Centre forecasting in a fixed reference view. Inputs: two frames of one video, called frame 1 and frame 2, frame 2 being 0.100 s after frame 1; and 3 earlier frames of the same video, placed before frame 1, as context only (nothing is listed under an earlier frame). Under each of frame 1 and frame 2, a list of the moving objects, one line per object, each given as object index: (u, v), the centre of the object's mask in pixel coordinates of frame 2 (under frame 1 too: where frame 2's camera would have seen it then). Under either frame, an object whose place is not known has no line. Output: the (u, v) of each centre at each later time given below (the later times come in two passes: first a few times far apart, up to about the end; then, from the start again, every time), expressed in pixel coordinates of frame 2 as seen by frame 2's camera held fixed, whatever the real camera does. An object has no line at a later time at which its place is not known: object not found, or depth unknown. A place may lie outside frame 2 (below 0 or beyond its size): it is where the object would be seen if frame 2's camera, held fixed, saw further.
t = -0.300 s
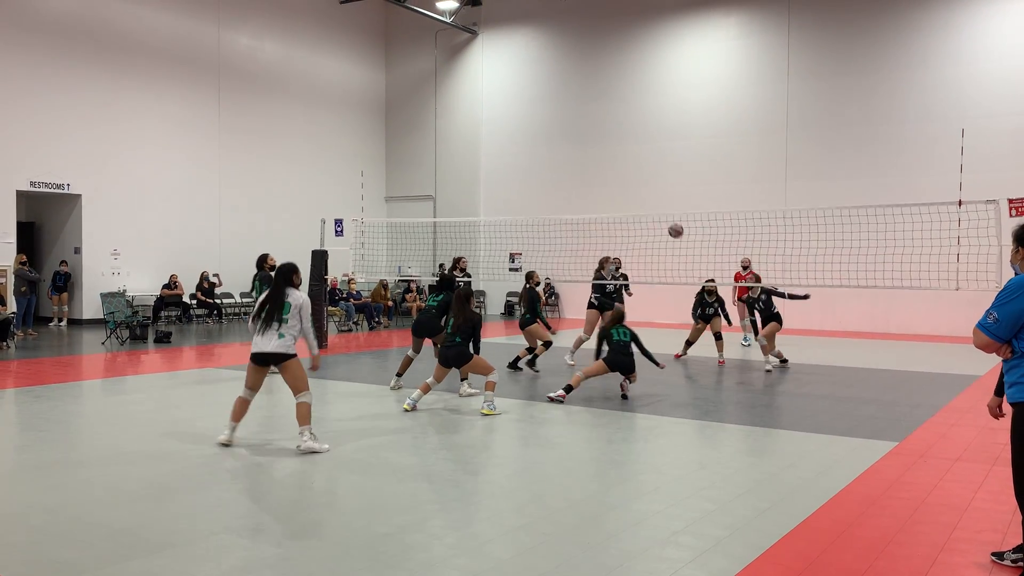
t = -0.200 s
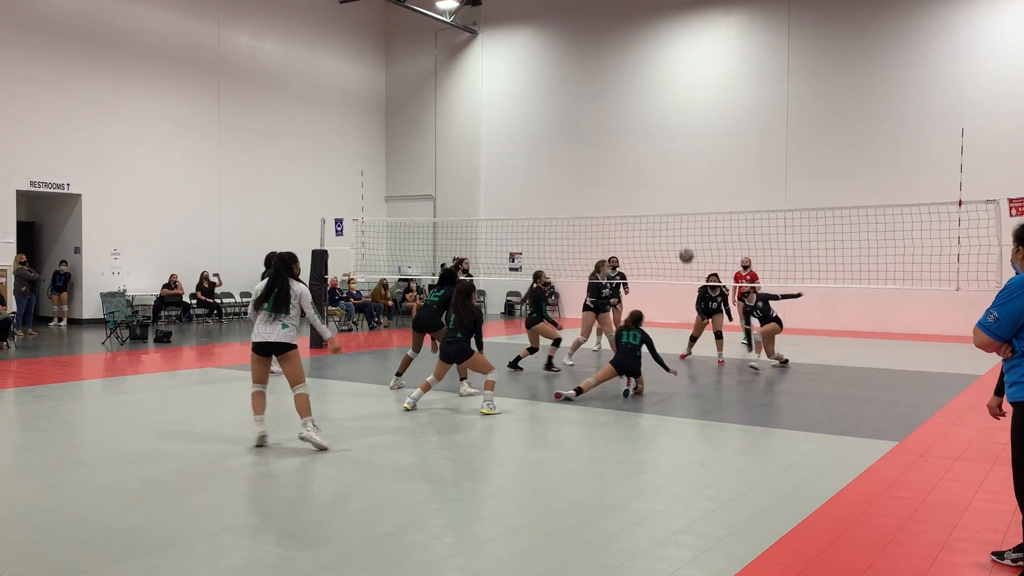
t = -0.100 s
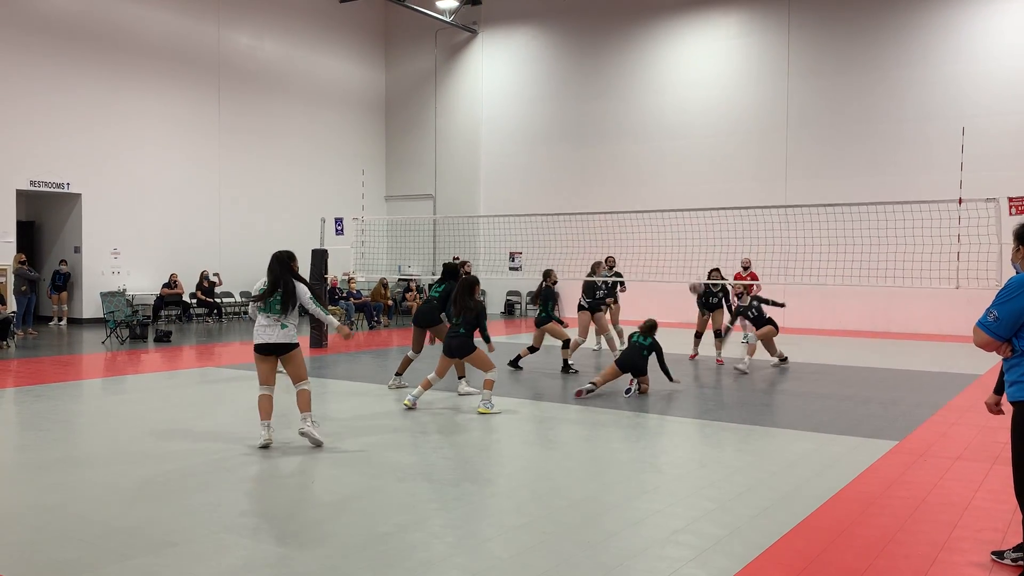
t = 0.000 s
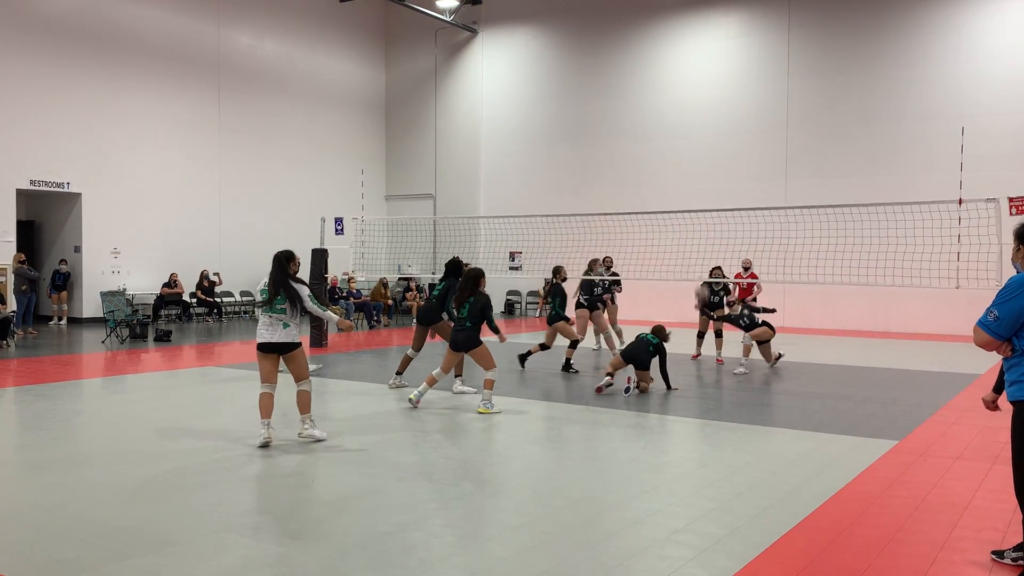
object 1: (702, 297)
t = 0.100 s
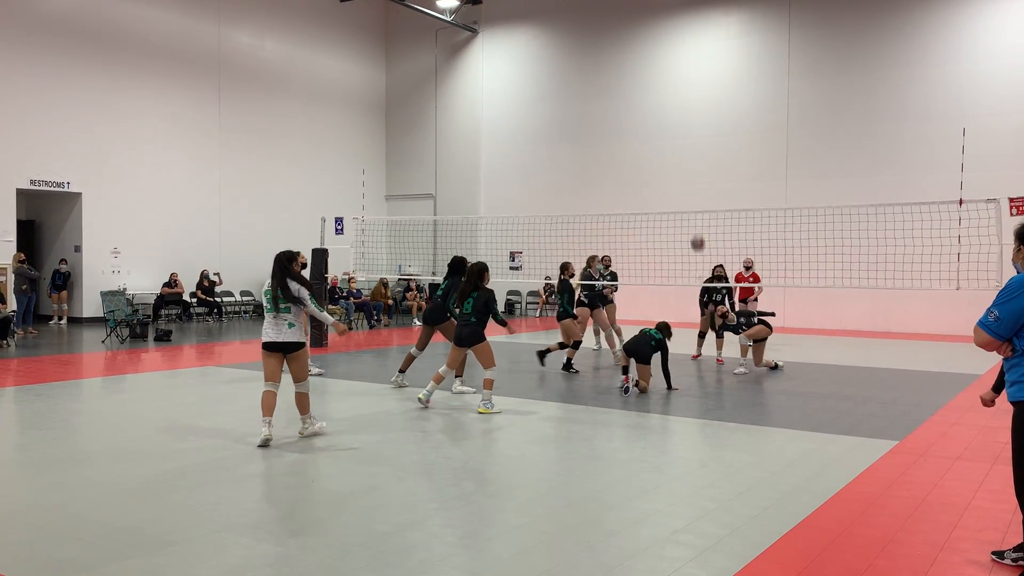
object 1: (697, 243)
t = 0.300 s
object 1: (689, 168)
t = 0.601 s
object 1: (678, 115)
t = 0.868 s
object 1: (668, 118)
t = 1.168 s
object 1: (658, 169)
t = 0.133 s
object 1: (696, 228)
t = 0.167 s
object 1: (695, 215)
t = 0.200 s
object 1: (693, 201)
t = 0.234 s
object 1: (692, 190)
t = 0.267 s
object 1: (691, 178)
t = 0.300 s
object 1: (689, 168)
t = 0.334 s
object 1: (688, 159)
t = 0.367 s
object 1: (687, 151)
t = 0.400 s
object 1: (685, 143)
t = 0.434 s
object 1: (684, 137)
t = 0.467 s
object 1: (683, 131)
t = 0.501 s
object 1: (682, 126)
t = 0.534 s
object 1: (680, 121)
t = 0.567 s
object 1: (679, 118)
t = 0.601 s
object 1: (678, 115)
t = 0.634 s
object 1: (677, 113)
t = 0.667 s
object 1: (676, 112)
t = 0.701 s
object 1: (675, 111)
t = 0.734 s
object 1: (673, 111)
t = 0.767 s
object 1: (672, 112)
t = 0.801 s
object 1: (671, 113)
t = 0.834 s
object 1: (670, 115)
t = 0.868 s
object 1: (668, 118)
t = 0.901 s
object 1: (667, 121)
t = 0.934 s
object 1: (666, 125)
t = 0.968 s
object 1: (665, 130)
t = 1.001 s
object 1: (664, 135)
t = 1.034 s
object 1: (662, 141)
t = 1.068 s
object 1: (661, 146)
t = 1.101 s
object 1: (660, 153)
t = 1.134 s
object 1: (659, 161)
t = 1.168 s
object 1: (658, 169)
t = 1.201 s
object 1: (657, 177)
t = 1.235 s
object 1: (655, 186)
